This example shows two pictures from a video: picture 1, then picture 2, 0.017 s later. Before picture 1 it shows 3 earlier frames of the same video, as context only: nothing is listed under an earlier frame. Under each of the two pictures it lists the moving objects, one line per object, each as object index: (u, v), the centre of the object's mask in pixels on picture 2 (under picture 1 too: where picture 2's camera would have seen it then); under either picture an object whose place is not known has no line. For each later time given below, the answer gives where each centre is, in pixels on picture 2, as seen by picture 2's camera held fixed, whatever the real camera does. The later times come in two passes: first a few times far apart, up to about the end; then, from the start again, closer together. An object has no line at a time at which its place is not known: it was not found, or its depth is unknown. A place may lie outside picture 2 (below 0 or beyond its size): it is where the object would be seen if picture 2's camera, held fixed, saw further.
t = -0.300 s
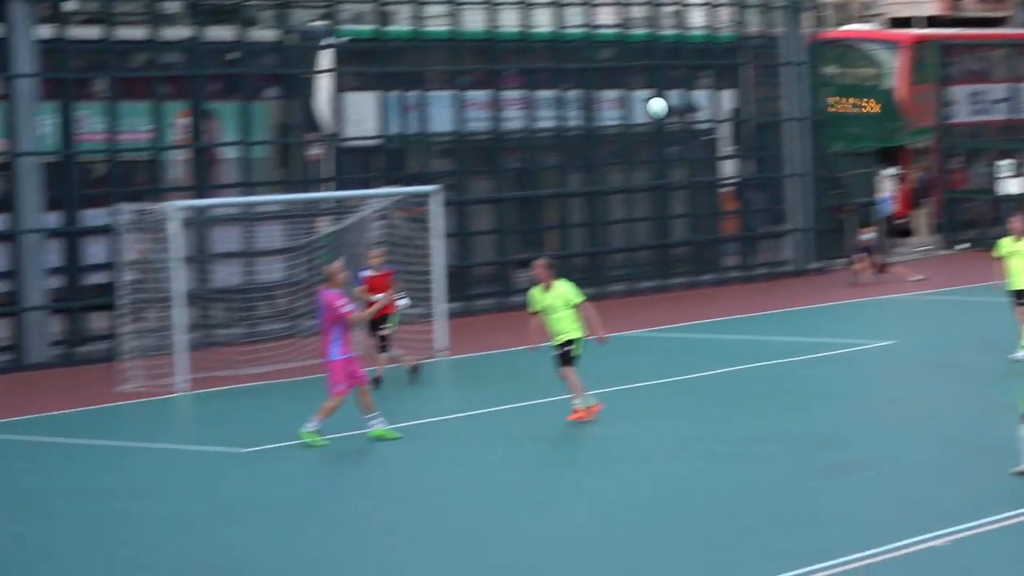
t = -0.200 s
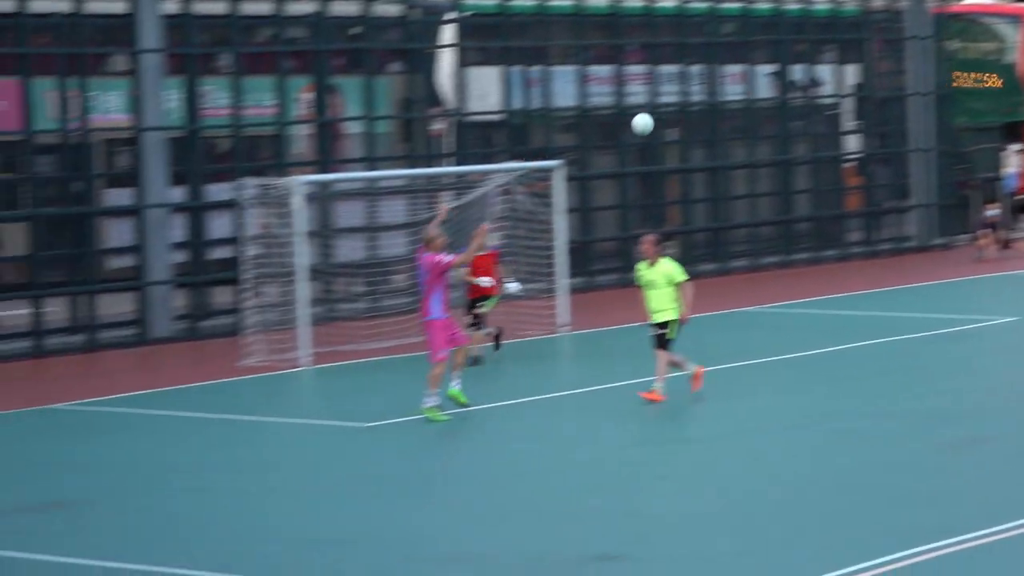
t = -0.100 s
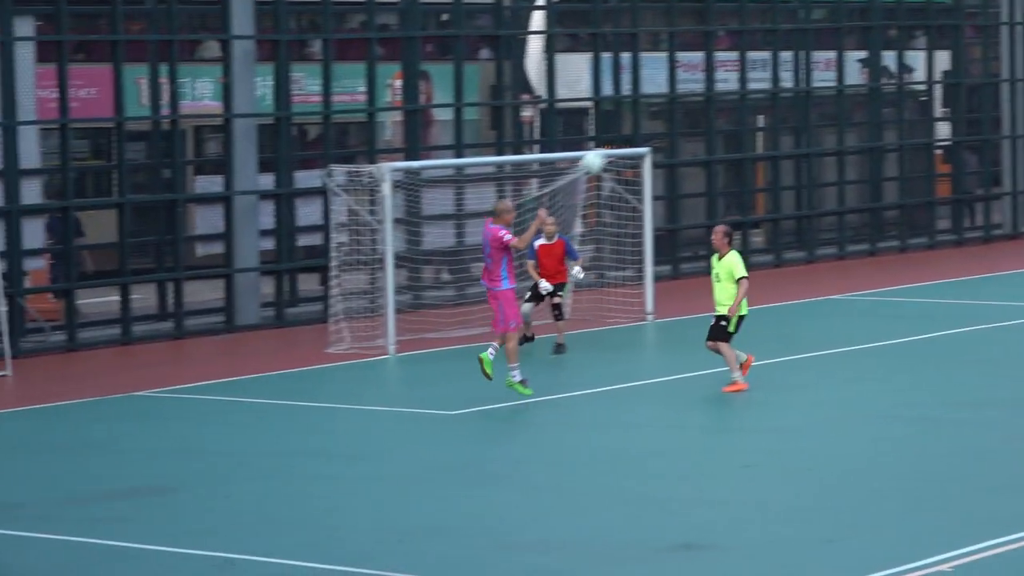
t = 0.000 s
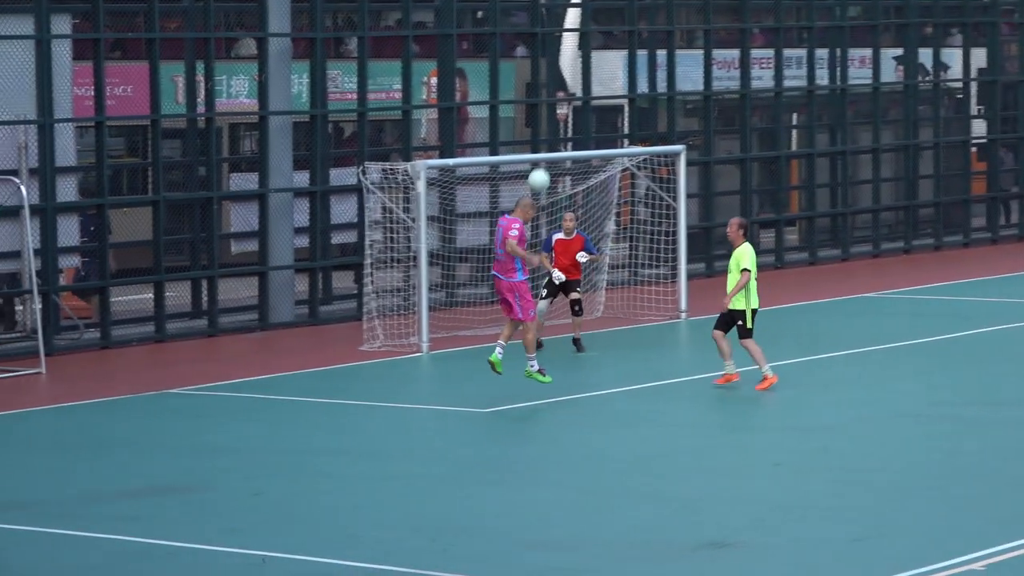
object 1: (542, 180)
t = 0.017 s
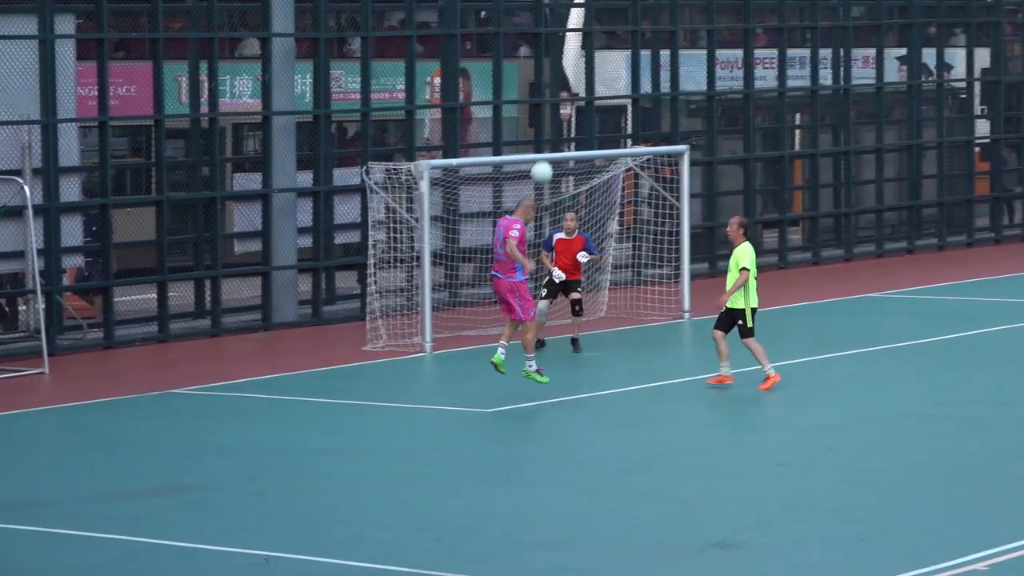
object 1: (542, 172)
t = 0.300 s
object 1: (527, 90)
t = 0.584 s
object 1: (502, 86)
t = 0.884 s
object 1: (467, 148)
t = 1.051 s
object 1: (445, 207)
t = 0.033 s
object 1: (541, 165)
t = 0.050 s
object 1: (540, 157)
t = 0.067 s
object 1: (539, 150)
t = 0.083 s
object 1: (539, 144)
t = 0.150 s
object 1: (536, 122)
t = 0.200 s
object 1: (534, 109)
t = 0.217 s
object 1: (533, 105)
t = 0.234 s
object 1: (531, 101)
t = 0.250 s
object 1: (530, 98)
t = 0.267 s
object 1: (529, 95)
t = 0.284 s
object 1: (528, 92)
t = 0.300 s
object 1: (527, 90)
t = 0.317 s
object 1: (526, 88)
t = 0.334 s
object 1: (525, 85)
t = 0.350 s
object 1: (523, 84)
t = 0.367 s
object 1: (522, 82)
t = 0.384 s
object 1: (521, 81)
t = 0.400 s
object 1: (519, 80)
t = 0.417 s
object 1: (518, 80)
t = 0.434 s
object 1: (517, 79)
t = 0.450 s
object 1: (515, 79)
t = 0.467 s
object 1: (514, 79)
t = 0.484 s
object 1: (513, 79)
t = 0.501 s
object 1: (511, 80)
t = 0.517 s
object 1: (509, 81)
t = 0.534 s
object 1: (507, 82)
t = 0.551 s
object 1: (505, 83)
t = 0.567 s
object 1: (504, 84)
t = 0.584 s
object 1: (502, 86)
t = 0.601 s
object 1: (501, 88)
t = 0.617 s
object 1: (499, 90)
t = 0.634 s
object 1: (497, 92)
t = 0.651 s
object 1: (496, 95)
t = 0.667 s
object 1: (494, 97)
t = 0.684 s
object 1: (492, 100)
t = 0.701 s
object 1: (490, 103)
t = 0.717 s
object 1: (488, 106)
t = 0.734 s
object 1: (486, 109)
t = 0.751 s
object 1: (484, 113)
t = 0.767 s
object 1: (482, 117)
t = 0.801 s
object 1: (478, 125)
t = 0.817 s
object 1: (476, 130)
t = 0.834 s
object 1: (474, 134)
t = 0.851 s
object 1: (472, 139)
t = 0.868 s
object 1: (470, 143)
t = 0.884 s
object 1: (467, 148)
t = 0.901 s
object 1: (465, 152)
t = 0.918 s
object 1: (464, 154)
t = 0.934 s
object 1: (461, 170)
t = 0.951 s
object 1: (459, 173)
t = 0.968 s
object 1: (457, 176)
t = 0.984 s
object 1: (454, 182)
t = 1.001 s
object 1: (452, 188)
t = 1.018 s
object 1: (450, 194)
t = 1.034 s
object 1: (448, 200)
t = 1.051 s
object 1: (445, 207)
